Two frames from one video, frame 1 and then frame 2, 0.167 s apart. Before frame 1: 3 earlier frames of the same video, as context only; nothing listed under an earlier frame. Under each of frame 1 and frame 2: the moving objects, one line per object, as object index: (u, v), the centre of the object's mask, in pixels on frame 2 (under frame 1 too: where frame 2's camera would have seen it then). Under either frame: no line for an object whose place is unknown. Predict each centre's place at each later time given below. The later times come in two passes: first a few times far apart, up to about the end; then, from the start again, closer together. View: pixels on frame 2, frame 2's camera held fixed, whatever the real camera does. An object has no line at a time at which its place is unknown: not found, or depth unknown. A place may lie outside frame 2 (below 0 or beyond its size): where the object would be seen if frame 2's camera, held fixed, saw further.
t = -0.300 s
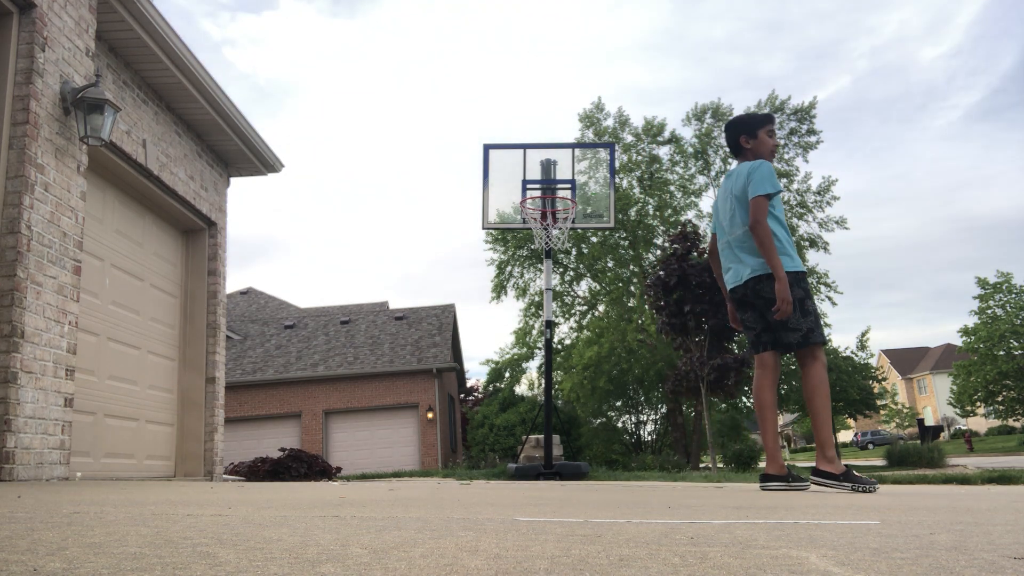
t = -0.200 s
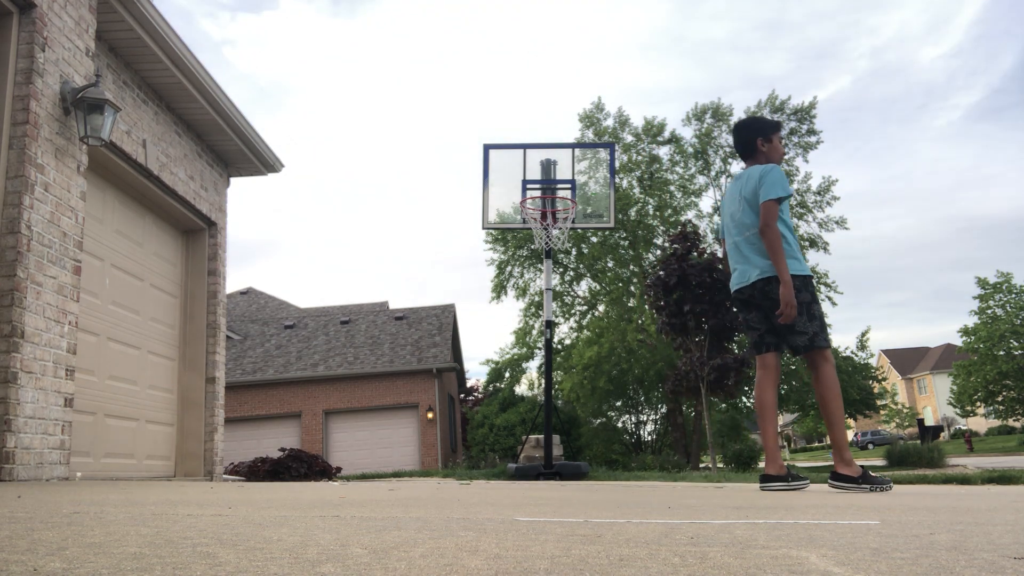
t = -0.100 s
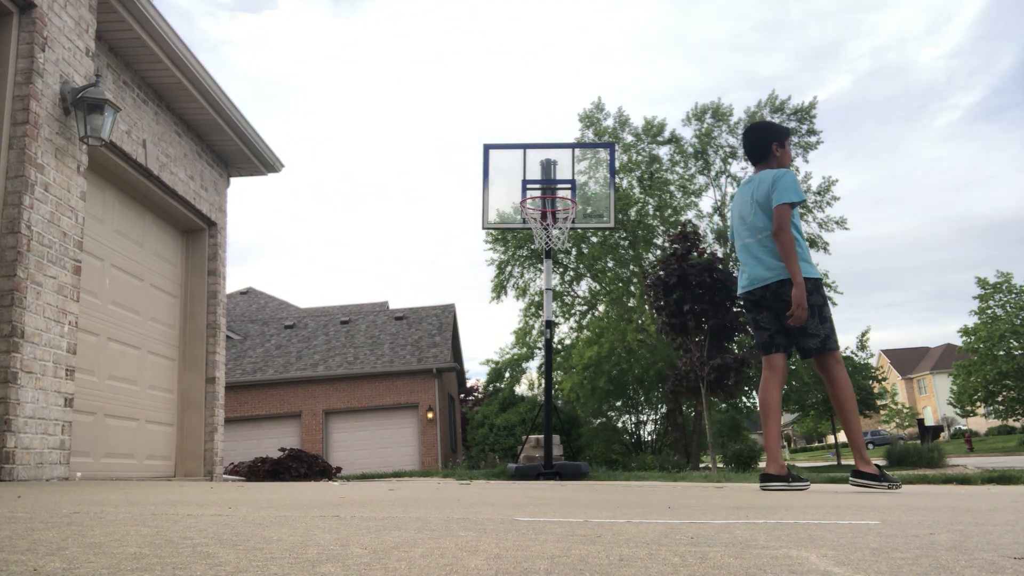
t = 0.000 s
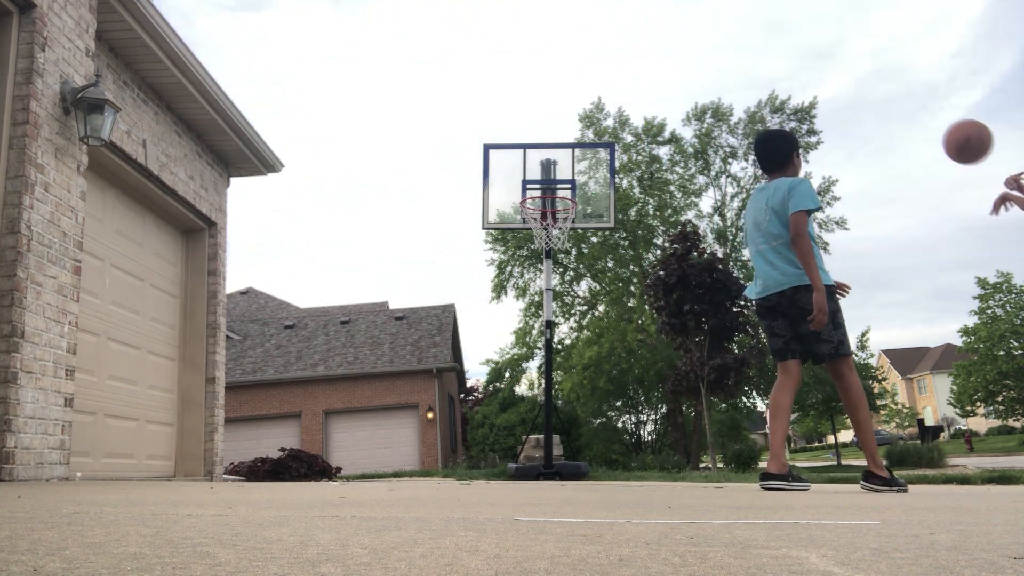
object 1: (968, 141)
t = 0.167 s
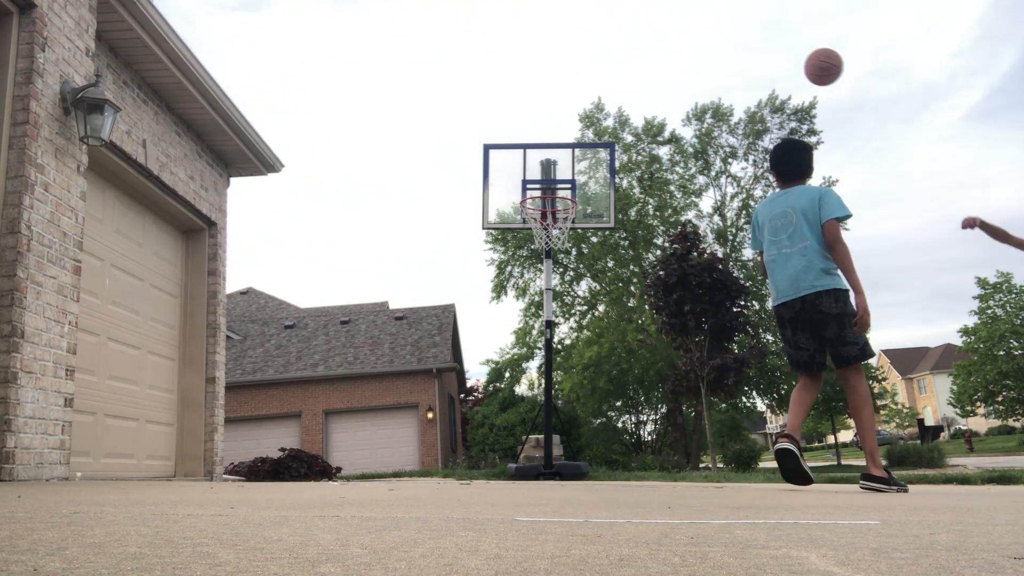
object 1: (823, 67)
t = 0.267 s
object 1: (761, 51)
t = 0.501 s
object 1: (655, 69)
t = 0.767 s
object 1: (573, 151)
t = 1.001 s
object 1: (543, 181)
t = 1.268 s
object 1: (536, 191)
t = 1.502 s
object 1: (535, 277)
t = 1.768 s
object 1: (540, 436)
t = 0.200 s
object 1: (801, 59)
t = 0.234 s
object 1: (780, 54)
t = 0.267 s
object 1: (761, 51)
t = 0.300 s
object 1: (743, 50)
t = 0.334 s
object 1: (726, 49)
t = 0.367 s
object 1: (710, 51)
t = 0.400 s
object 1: (695, 53)
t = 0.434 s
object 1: (681, 57)
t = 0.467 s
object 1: (668, 63)
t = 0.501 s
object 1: (655, 69)
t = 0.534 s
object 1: (643, 76)
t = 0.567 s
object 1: (632, 84)
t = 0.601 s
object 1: (621, 93)
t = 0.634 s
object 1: (611, 103)
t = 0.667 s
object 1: (601, 114)
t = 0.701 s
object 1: (591, 126)
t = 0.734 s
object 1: (582, 138)
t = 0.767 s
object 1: (573, 151)
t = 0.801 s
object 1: (565, 165)
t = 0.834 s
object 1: (557, 179)
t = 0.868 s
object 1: (550, 194)
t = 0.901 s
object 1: (547, 196)
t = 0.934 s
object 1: (545, 188)
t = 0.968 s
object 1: (544, 184)
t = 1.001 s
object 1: (543, 181)
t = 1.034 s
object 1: (541, 177)
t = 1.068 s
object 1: (540, 176)
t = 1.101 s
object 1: (539, 175)
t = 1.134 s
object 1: (538, 176)
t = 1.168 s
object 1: (537, 178)
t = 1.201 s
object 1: (537, 180)
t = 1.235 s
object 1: (536, 185)
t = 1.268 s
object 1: (536, 191)
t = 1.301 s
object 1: (535, 198)
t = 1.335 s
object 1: (535, 208)
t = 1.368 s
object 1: (534, 218)
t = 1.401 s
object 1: (534, 230)
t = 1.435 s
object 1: (534, 244)
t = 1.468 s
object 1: (534, 259)
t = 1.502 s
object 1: (535, 277)
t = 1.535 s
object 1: (535, 297)
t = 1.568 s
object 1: (535, 318)
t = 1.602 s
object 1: (536, 343)
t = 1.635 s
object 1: (537, 369)
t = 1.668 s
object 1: (538, 399)
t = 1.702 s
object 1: (538, 430)
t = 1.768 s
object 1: (540, 436)
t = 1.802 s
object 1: (541, 407)
